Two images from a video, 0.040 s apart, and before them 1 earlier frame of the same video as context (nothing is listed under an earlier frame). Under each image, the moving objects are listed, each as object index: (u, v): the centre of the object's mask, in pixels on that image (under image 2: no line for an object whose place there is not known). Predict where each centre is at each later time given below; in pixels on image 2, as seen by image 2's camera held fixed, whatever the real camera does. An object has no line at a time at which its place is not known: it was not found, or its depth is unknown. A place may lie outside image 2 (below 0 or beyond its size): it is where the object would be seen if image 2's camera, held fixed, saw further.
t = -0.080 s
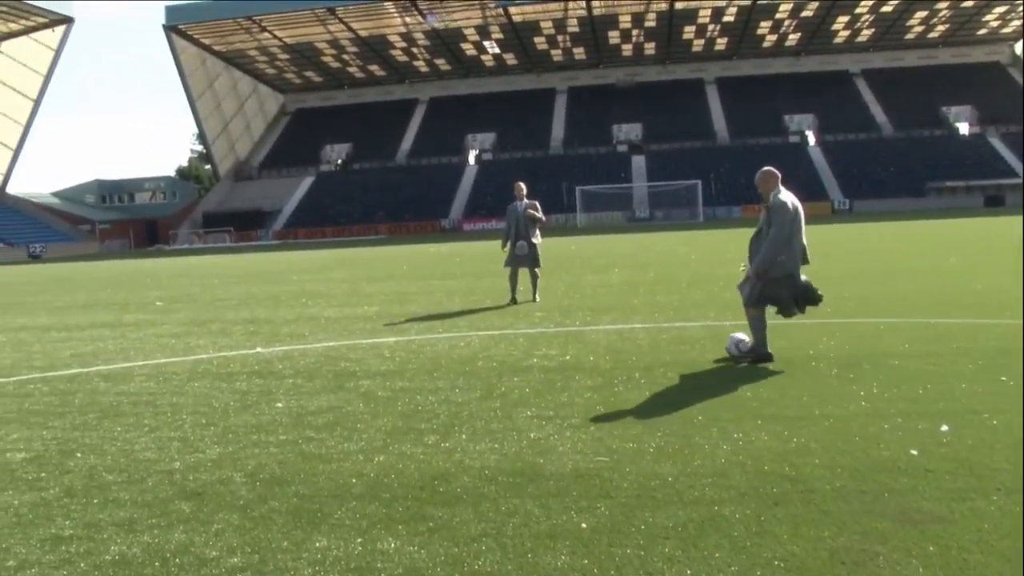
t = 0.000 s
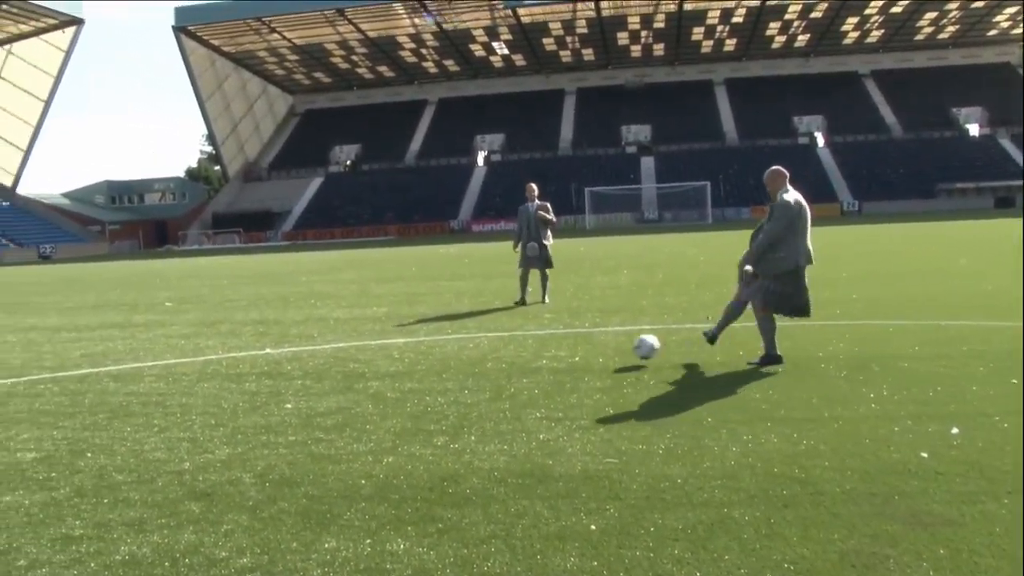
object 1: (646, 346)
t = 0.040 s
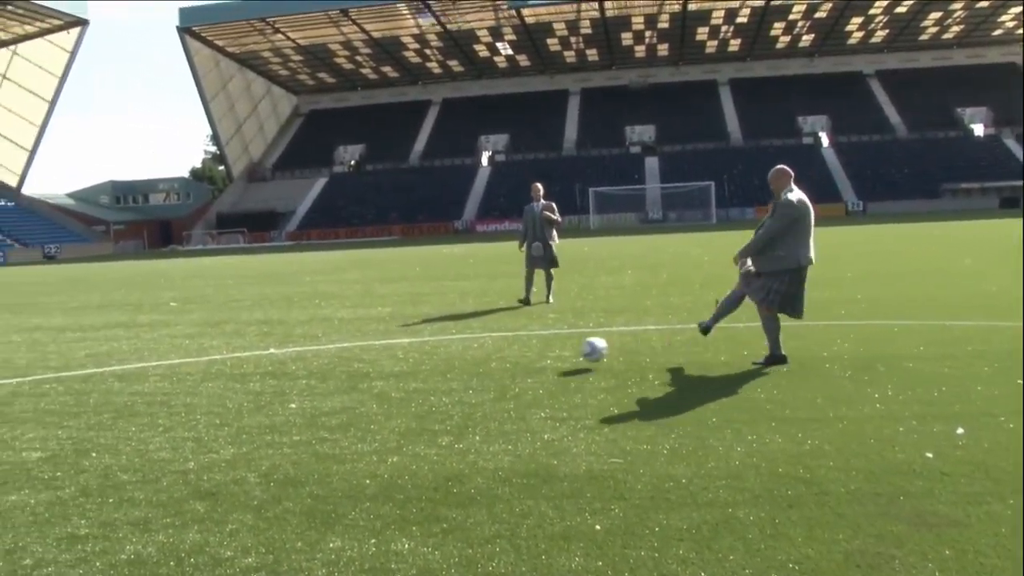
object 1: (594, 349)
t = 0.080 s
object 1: (538, 353)
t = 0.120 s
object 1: (483, 359)
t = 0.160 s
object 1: (429, 364)
